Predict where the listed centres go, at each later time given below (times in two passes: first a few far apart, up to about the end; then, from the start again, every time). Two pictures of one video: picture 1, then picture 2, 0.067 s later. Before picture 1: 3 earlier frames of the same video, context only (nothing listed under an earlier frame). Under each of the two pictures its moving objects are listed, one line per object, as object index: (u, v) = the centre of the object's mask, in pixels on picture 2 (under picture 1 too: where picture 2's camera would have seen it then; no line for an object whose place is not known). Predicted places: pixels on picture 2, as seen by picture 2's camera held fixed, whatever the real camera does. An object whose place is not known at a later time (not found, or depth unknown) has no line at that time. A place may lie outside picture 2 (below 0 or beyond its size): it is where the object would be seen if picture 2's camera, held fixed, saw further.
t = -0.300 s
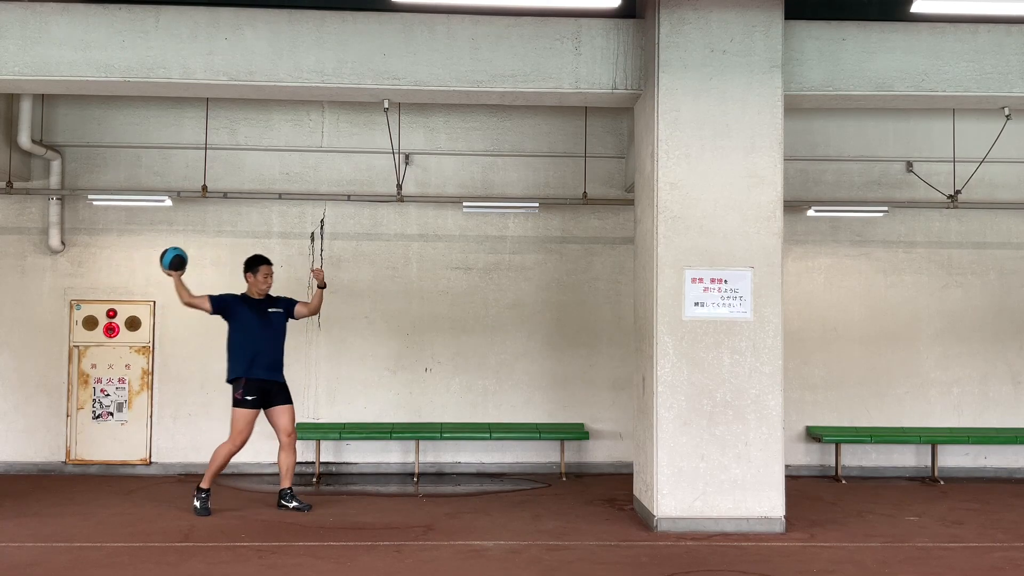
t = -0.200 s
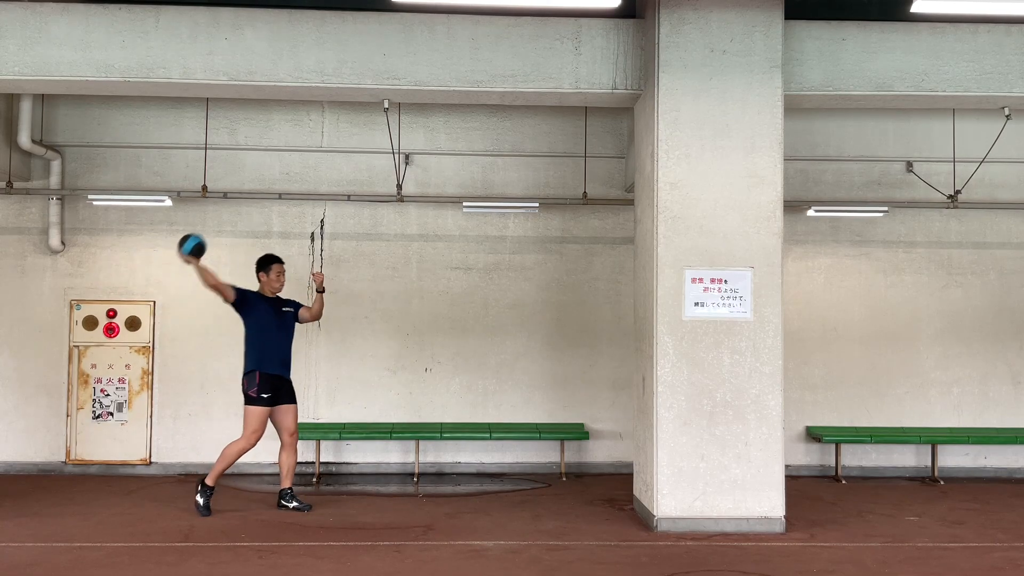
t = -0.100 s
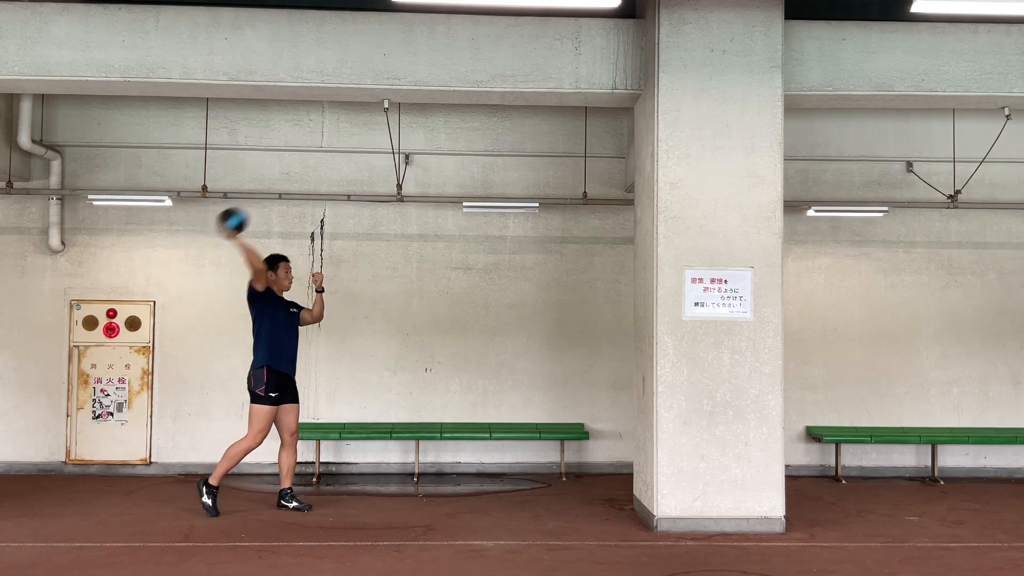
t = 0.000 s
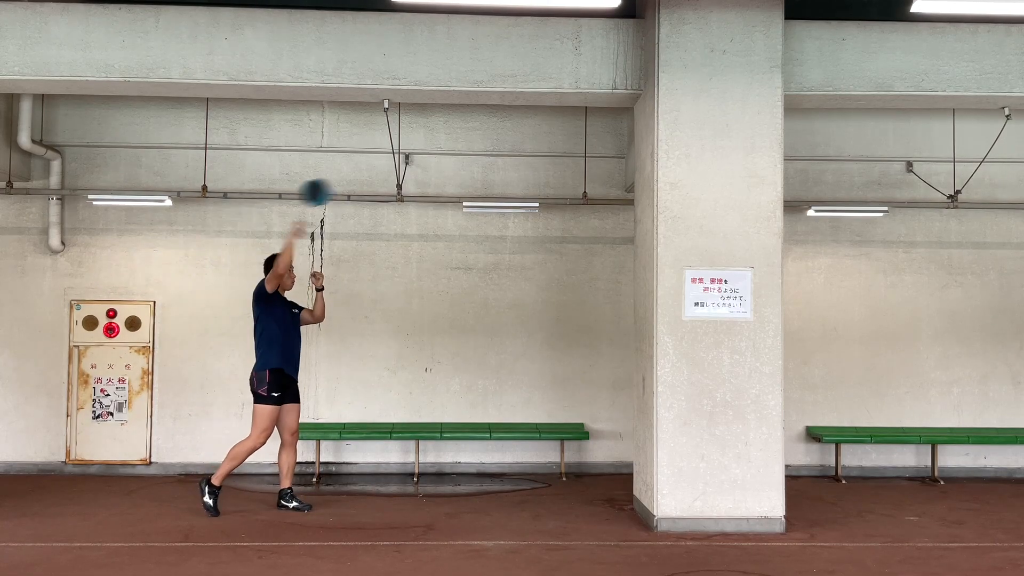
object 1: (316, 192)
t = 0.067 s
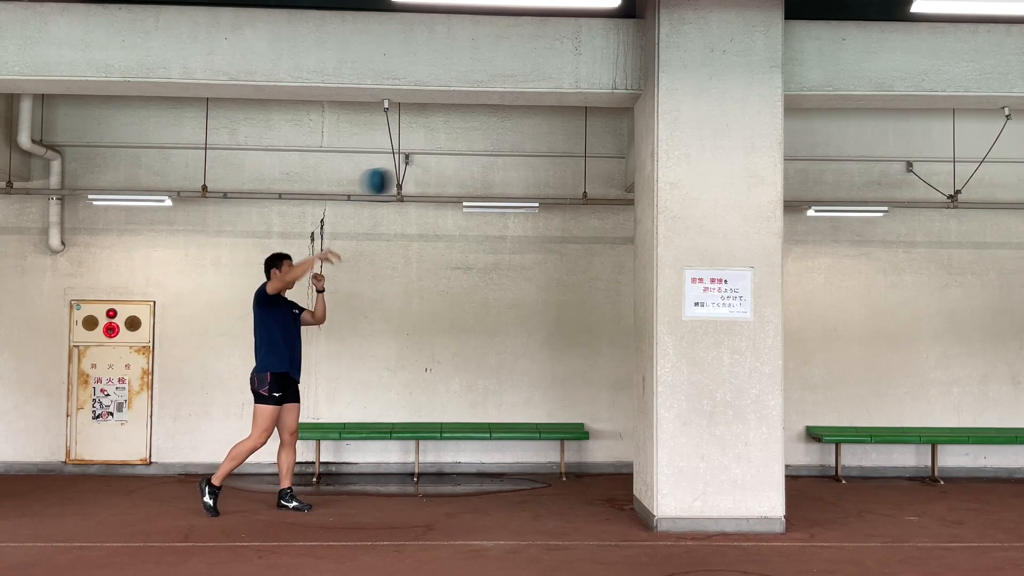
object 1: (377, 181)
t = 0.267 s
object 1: (563, 184)
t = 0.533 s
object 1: (526, 254)
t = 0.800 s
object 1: (359, 421)
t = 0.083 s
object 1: (394, 179)
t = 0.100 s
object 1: (412, 178)
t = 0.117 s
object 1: (425, 177)
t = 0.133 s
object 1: (439, 176)
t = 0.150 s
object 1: (455, 175)
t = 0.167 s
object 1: (470, 176)
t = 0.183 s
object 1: (486, 176)
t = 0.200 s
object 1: (502, 177)
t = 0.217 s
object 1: (517, 178)
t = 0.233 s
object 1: (532, 180)
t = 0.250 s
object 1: (548, 182)
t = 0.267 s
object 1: (563, 184)
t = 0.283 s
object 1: (579, 187)
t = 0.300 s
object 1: (596, 191)
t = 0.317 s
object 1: (611, 194)
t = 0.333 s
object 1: (628, 198)
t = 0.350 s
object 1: (635, 202)
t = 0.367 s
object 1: (627, 205)
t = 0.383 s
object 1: (616, 208)
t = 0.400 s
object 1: (607, 212)
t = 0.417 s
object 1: (596, 215)
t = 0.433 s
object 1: (586, 219)
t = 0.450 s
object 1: (576, 225)
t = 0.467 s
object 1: (566, 230)
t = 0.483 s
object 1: (555, 236)
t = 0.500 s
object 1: (546, 241)
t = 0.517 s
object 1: (536, 248)
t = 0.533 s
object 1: (526, 254)
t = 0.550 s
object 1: (515, 261)
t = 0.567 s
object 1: (505, 269)
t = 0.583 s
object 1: (495, 277)
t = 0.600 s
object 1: (485, 285)
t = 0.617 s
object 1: (475, 294)
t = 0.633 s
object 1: (465, 303)
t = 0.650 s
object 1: (454, 313)
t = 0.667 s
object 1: (444, 323)
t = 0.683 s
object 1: (433, 334)
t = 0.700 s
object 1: (423, 345)
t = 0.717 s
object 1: (412, 357)
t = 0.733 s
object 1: (402, 369)
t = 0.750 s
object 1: (391, 381)
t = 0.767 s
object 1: (381, 394)
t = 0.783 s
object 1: (370, 407)
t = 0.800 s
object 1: (359, 421)
